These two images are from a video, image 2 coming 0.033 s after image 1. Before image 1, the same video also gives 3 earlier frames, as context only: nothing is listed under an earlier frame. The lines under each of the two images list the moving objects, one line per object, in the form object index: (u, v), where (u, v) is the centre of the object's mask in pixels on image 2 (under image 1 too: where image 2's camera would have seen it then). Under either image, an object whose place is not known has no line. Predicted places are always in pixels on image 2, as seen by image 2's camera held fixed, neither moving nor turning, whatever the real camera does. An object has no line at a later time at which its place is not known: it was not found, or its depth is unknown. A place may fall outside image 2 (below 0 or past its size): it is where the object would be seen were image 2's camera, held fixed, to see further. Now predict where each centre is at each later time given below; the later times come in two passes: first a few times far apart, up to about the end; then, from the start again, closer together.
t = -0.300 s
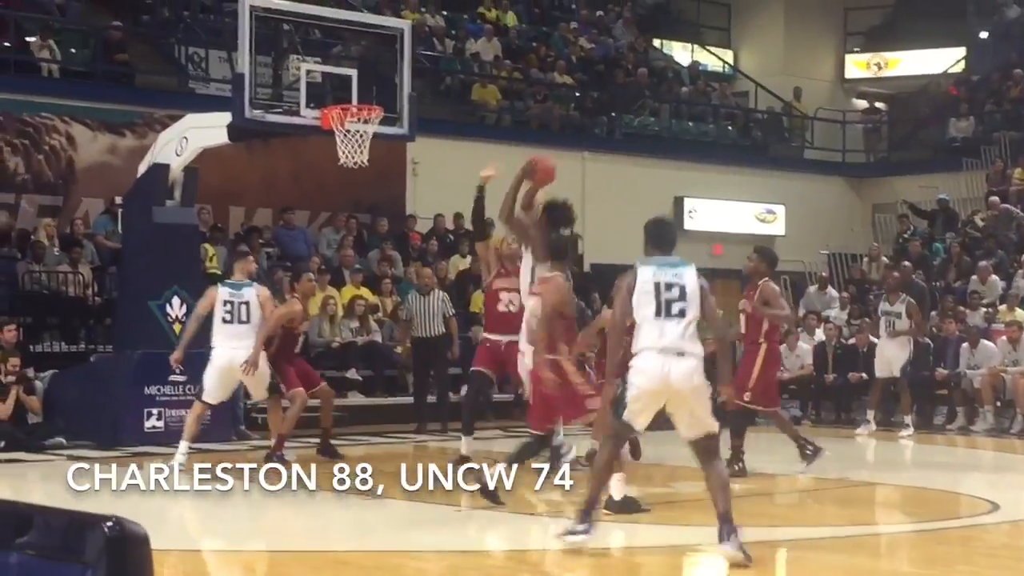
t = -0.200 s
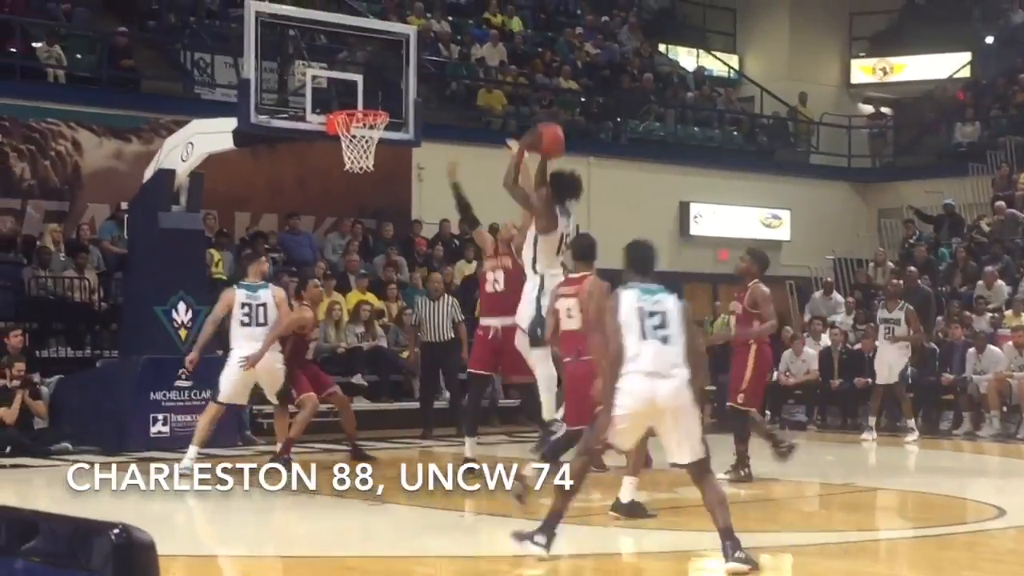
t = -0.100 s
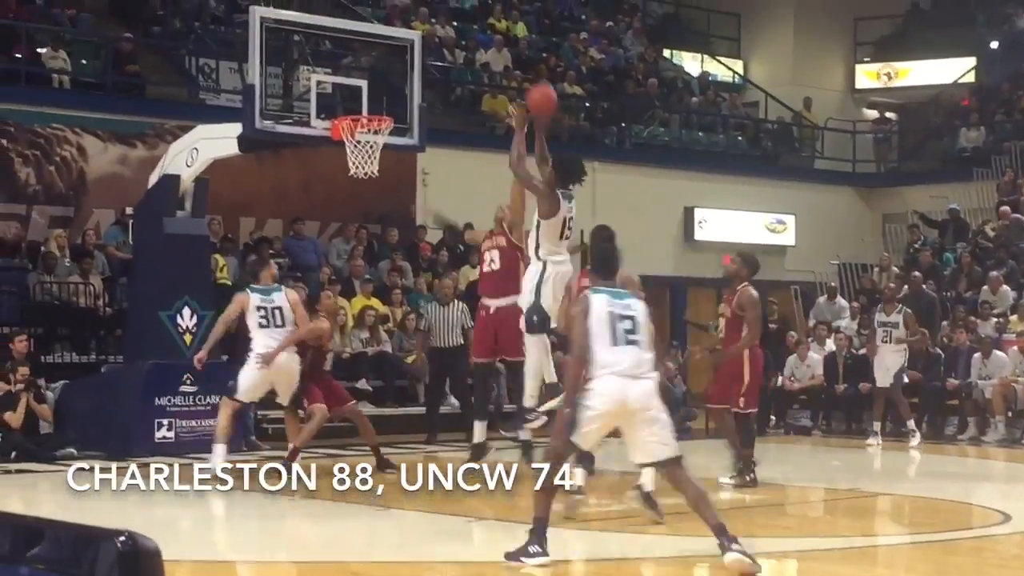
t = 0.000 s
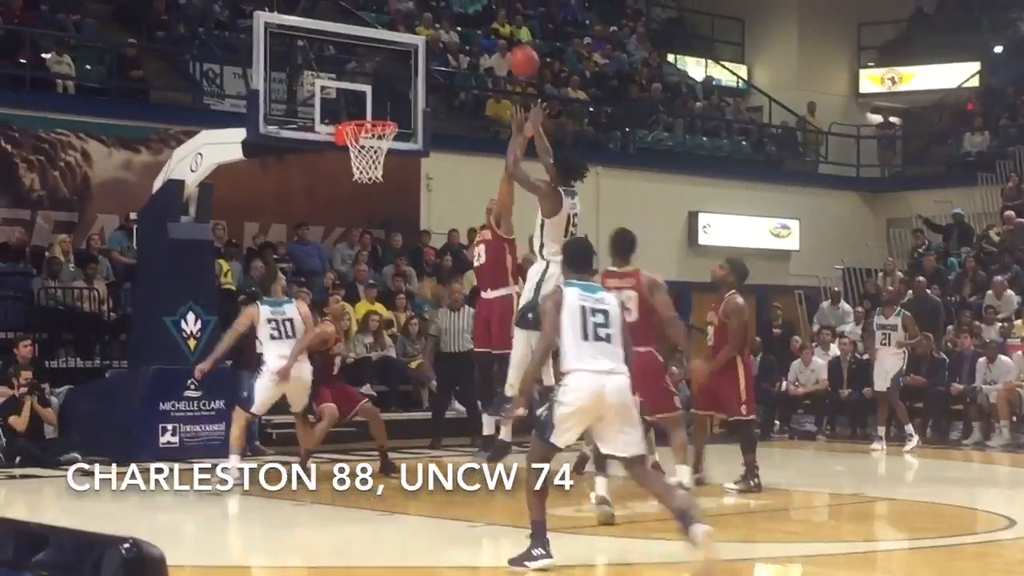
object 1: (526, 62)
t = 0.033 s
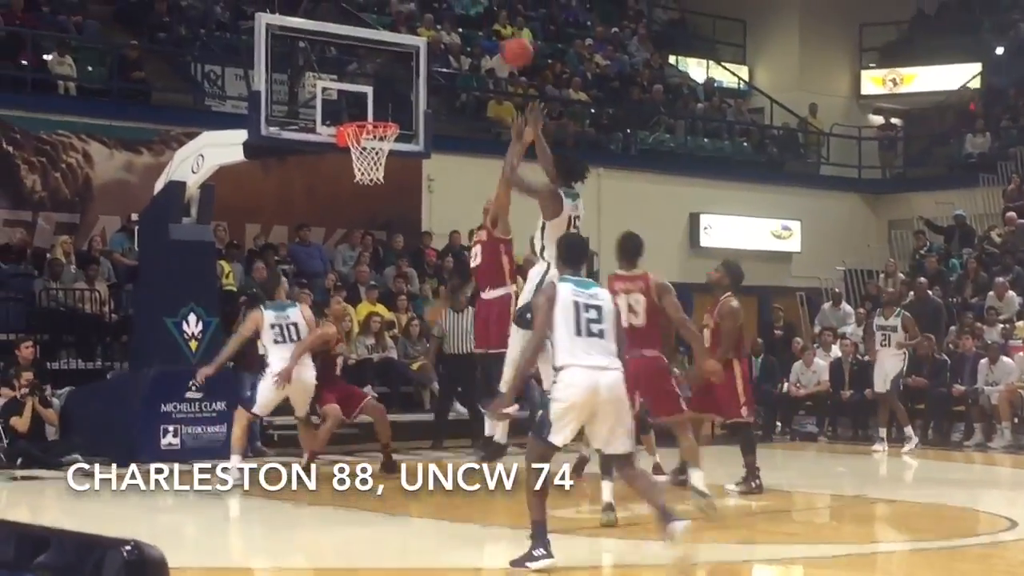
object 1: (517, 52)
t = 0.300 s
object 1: (458, 12)
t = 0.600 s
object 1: (396, 68)
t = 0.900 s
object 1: (359, 184)
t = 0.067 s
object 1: (509, 42)
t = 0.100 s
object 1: (503, 33)
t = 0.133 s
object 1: (494, 26)
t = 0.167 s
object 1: (486, 20)
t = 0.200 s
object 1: (480, 17)
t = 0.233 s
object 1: (472, 13)
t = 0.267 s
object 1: (465, 12)
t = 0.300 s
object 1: (458, 12)
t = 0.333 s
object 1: (451, 13)
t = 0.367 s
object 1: (444, 16)
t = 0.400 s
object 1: (438, 19)
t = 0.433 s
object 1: (430, 25)
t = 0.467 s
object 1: (424, 30)
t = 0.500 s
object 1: (416, 37)
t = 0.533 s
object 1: (408, 47)
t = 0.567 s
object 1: (403, 58)
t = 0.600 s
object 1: (396, 68)
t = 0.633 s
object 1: (389, 80)
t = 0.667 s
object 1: (384, 92)
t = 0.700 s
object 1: (378, 106)
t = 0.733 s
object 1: (372, 116)
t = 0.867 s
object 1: (359, 175)
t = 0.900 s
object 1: (359, 184)
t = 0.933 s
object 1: (358, 196)
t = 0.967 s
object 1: (358, 210)
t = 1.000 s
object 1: (357, 224)
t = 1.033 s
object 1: (359, 239)
